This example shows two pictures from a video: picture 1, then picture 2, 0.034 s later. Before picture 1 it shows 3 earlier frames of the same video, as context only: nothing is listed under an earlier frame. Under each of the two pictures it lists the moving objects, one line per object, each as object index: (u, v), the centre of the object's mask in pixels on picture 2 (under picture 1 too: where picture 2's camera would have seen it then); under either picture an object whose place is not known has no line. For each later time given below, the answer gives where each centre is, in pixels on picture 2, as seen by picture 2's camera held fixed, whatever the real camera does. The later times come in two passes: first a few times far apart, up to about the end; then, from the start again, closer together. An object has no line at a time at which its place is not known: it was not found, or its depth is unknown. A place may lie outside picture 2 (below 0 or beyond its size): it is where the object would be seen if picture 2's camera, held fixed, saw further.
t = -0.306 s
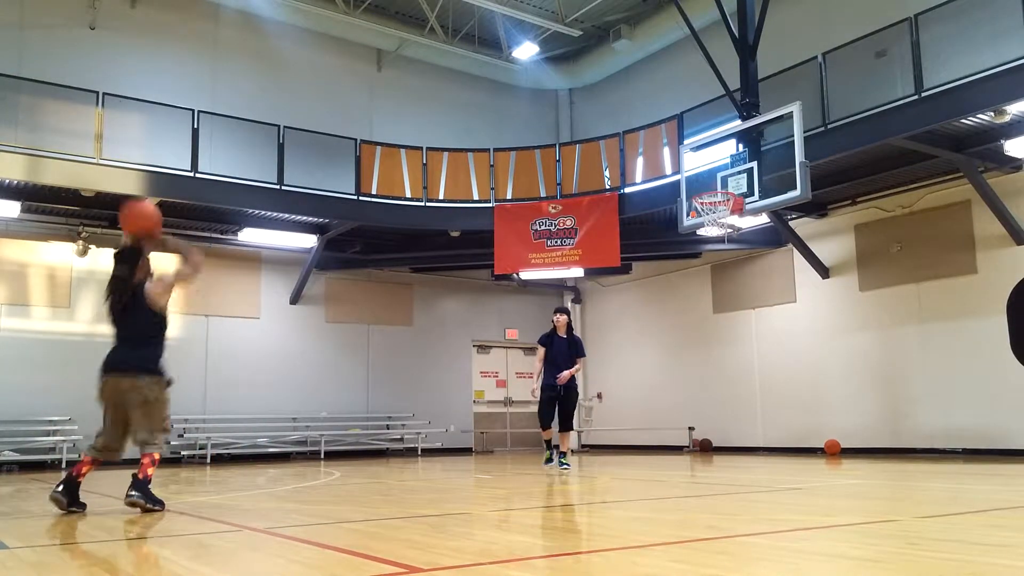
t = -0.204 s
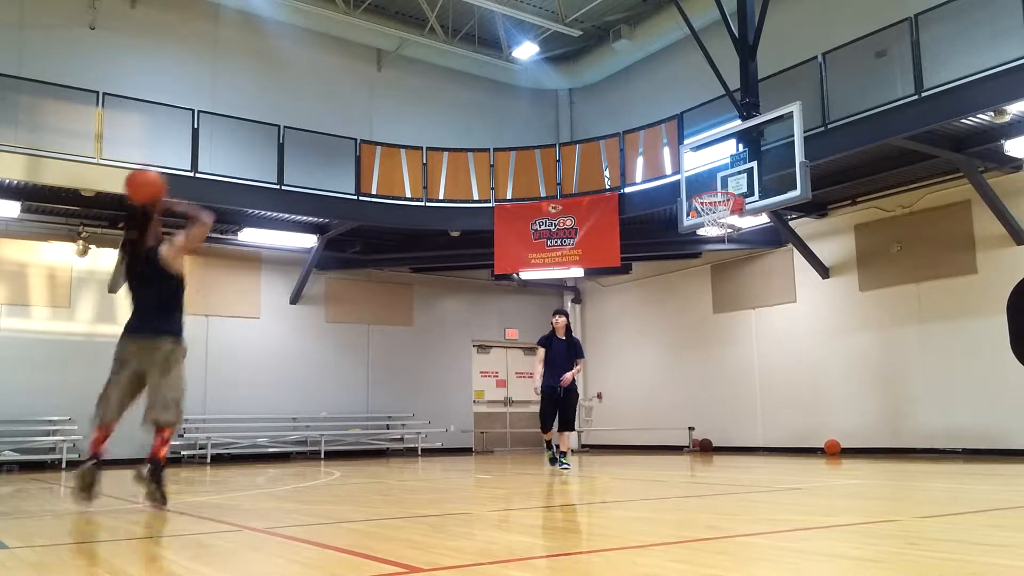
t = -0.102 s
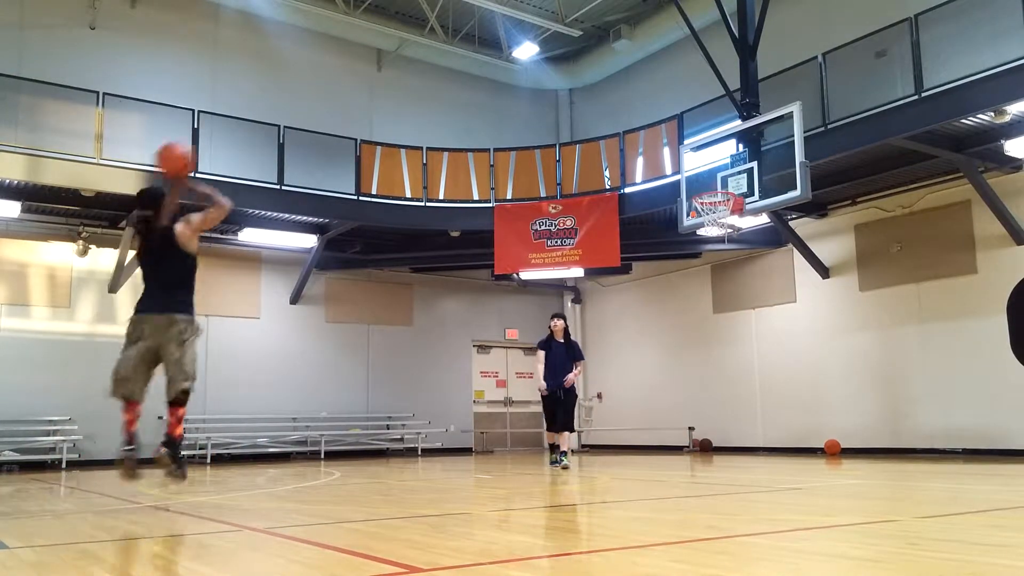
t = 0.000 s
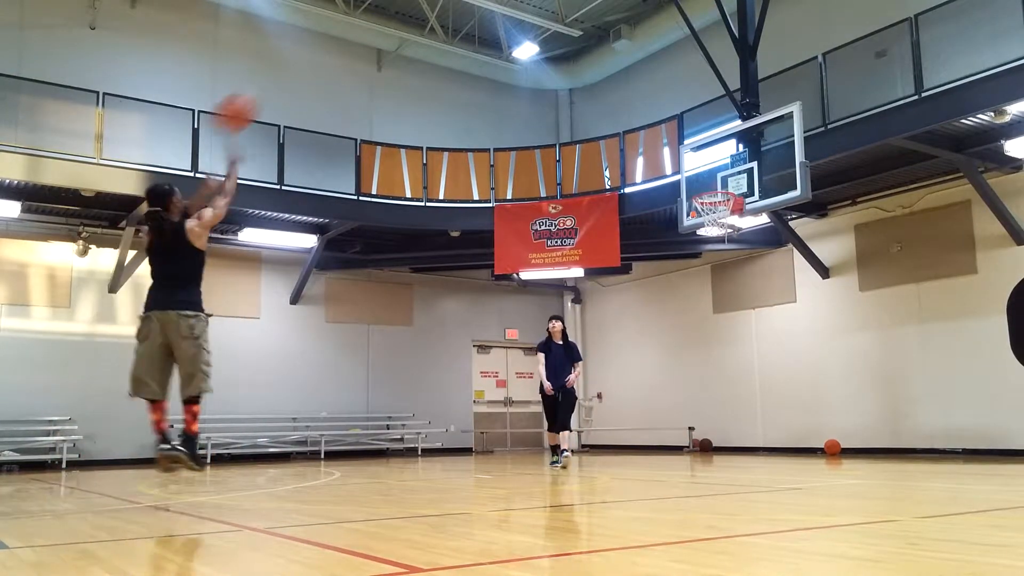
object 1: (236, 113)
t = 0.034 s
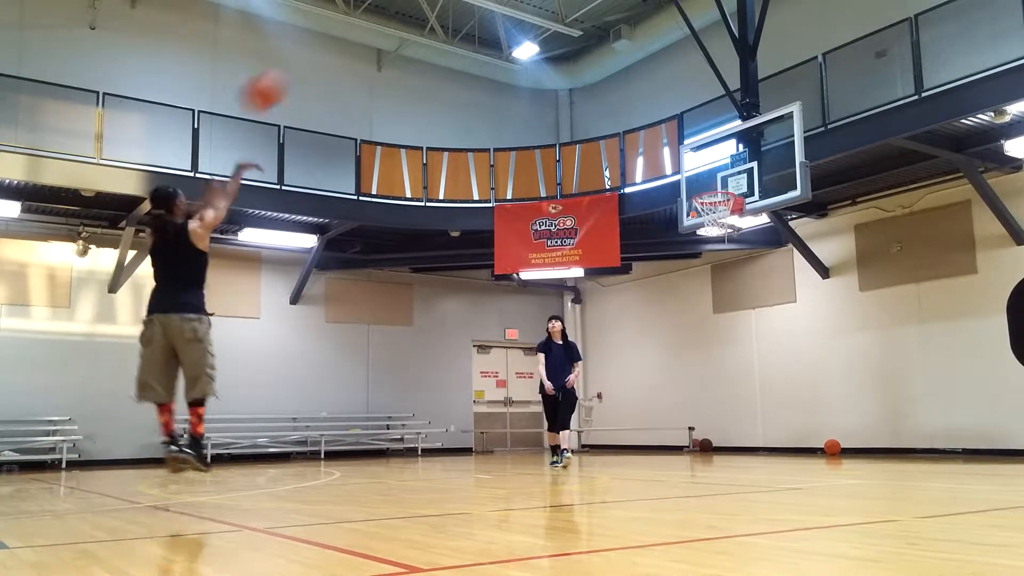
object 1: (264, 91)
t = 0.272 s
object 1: (415, 15)
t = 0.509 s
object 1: (530, 12)
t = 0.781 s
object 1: (632, 69)
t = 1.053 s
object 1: (718, 174)
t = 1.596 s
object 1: (501, 192)
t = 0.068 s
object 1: (288, 75)
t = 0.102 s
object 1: (313, 60)
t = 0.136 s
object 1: (336, 47)
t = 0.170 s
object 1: (357, 38)
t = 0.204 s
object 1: (378, 28)
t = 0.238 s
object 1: (398, 20)
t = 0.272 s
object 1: (415, 15)
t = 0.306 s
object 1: (434, 12)
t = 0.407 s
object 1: (485, 10)
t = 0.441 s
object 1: (501, 10)
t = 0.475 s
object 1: (515, 10)
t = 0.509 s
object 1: (530, 12)
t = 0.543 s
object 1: (543, 15)
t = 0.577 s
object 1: (557, 20)
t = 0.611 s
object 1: (571, 27)
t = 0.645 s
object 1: (585, 34)
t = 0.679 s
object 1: (595, 40)
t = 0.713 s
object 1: (607, 48)
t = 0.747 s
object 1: (619, 57)
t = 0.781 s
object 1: (632, 69)
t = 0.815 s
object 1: (643, 79)
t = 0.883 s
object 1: (664, 102)
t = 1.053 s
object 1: (718, 174)
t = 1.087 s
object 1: (725, 186)
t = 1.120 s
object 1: (712, 184)
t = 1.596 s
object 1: (501, 192)
